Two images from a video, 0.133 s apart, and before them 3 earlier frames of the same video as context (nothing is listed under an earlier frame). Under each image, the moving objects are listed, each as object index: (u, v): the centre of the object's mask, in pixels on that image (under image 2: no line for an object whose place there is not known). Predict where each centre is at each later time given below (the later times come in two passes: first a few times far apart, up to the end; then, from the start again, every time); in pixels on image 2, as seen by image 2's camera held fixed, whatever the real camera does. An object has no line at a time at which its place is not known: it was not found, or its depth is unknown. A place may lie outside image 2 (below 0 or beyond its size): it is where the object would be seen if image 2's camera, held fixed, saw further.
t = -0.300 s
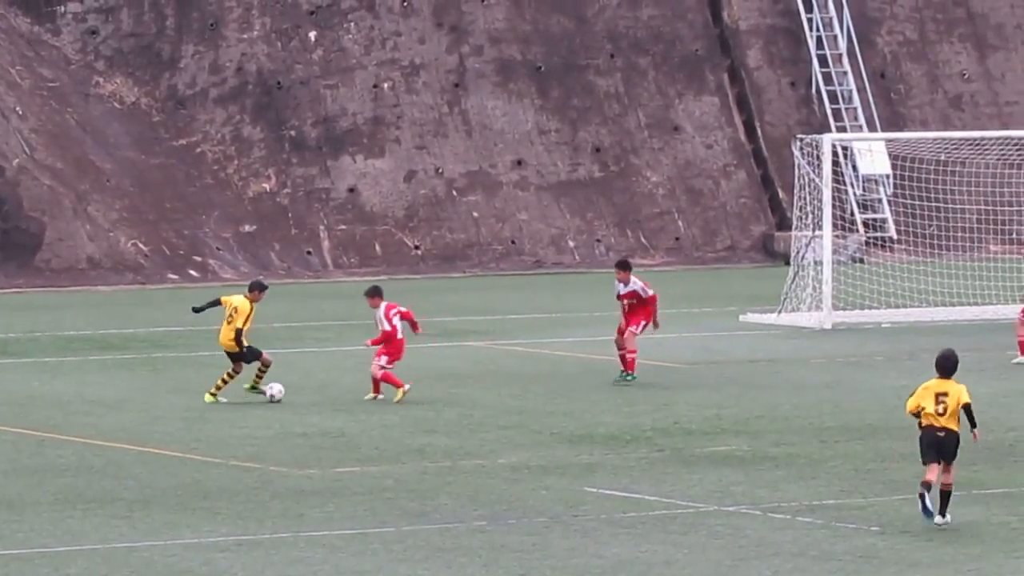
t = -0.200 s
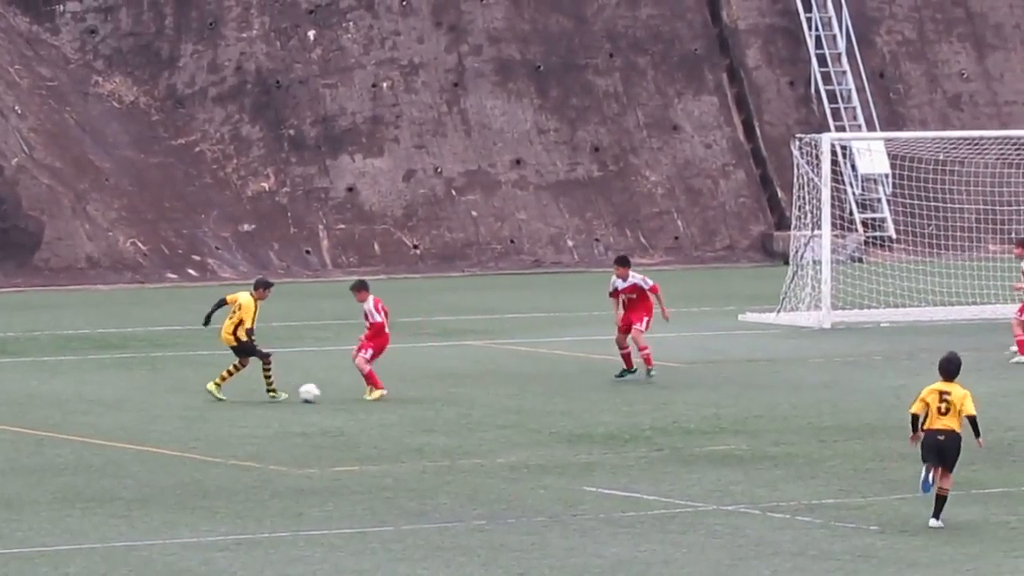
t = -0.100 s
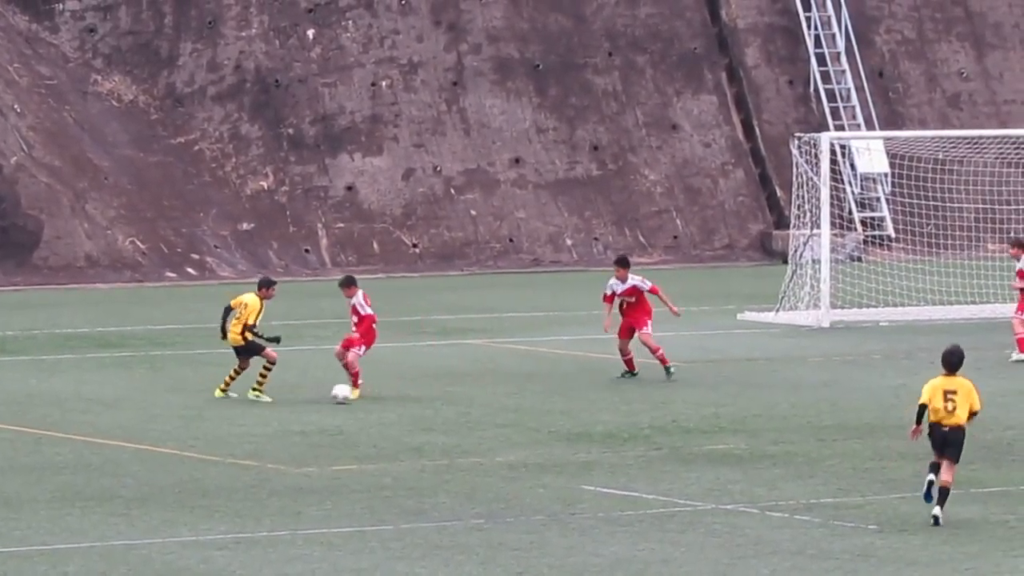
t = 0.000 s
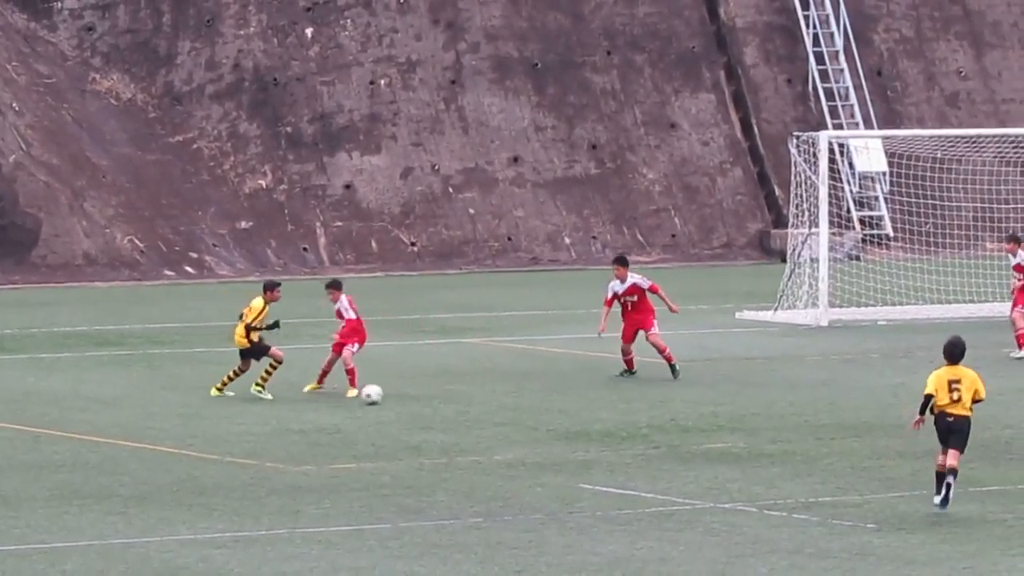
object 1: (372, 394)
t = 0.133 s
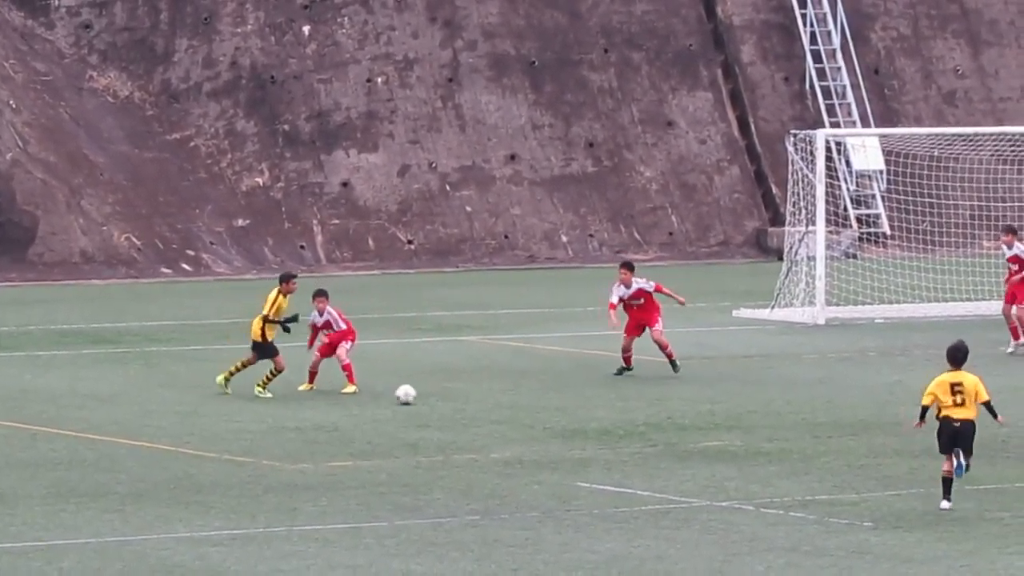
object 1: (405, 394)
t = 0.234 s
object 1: (431, 396)
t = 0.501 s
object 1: (495, 399)
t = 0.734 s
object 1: (551, 403)
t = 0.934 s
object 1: (595, 404)
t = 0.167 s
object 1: (414, 395)
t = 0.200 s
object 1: (423, 396)
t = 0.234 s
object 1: (431, 396)
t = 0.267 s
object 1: (439, 396)
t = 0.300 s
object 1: (447, 397)
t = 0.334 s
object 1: (455, 397)
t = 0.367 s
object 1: (463, 398)
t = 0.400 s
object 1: (472, 398)
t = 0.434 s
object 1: (480, 399)
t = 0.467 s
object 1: (488, 399)
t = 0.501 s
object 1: (495, 399)
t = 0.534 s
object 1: (503, 400)
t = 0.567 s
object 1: (512, 401)
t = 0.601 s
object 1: (520, 401)
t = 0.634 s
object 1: (528, 402)
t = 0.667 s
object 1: (535, 401)
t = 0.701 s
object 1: (542, 402)
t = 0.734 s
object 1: (551, 403)
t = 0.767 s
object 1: (558, 403)
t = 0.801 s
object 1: (566, 403)
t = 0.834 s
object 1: (574, 404)
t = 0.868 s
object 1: (581, 404)
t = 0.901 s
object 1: (588, 404)
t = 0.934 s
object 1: (595, 404)
